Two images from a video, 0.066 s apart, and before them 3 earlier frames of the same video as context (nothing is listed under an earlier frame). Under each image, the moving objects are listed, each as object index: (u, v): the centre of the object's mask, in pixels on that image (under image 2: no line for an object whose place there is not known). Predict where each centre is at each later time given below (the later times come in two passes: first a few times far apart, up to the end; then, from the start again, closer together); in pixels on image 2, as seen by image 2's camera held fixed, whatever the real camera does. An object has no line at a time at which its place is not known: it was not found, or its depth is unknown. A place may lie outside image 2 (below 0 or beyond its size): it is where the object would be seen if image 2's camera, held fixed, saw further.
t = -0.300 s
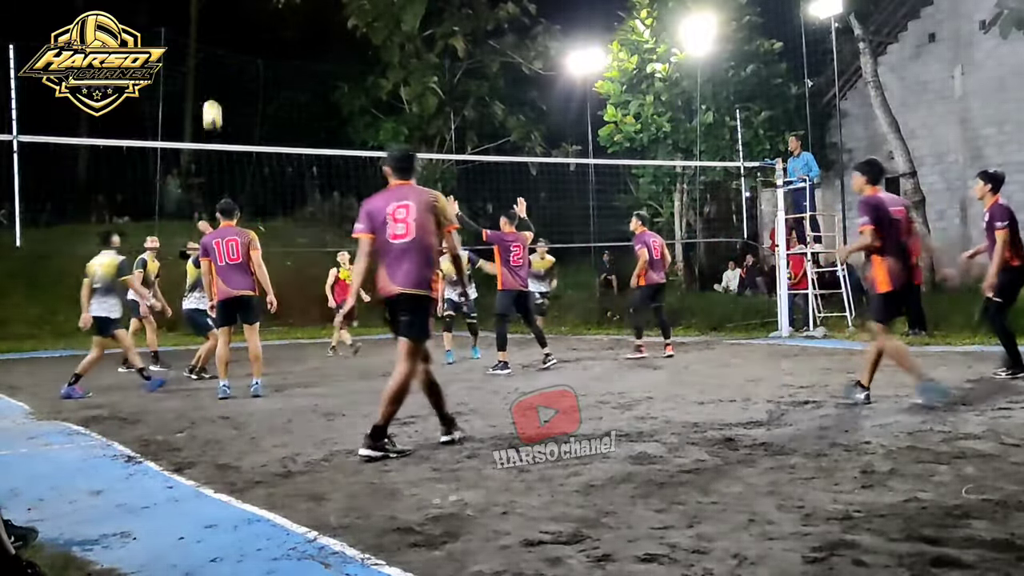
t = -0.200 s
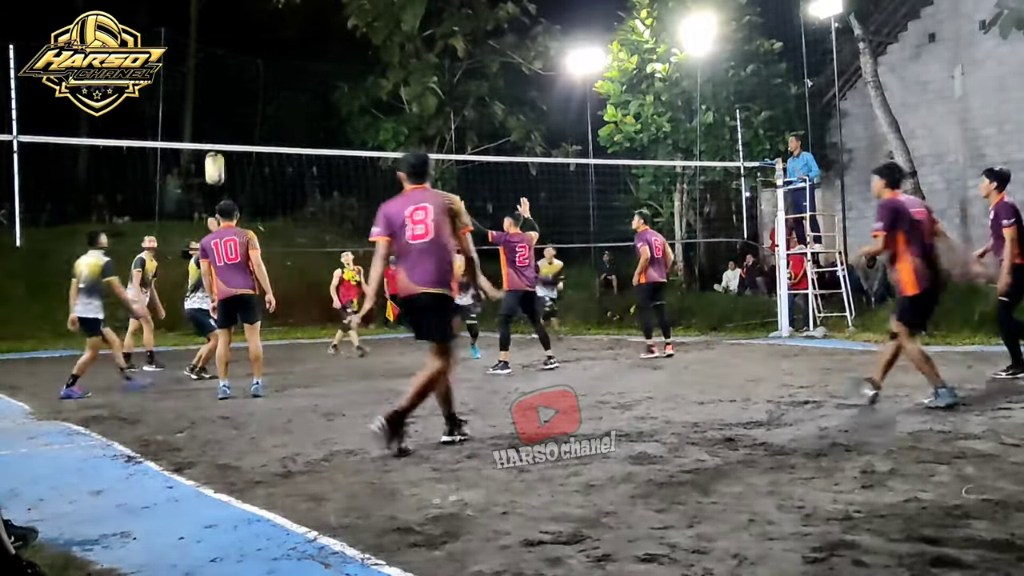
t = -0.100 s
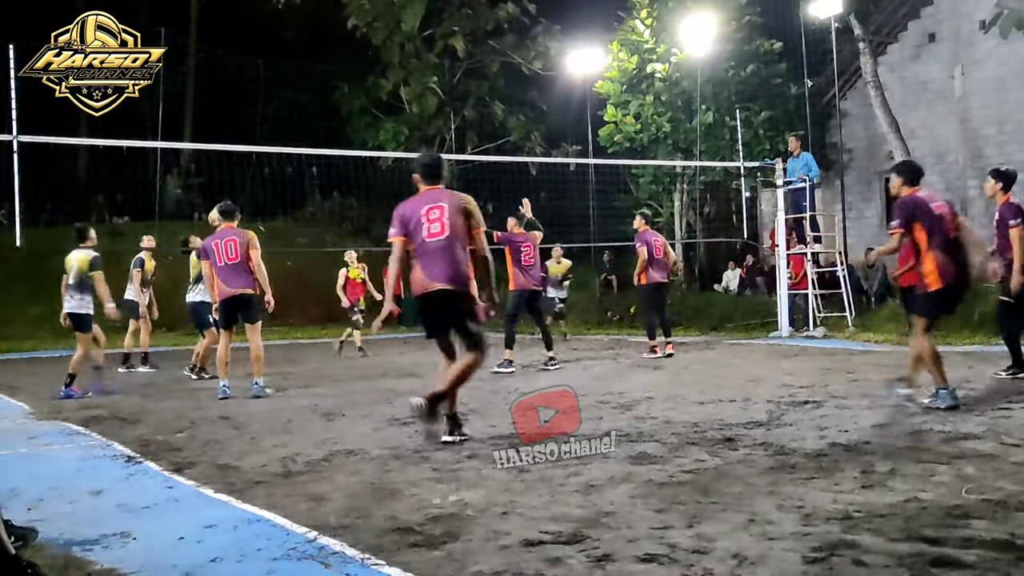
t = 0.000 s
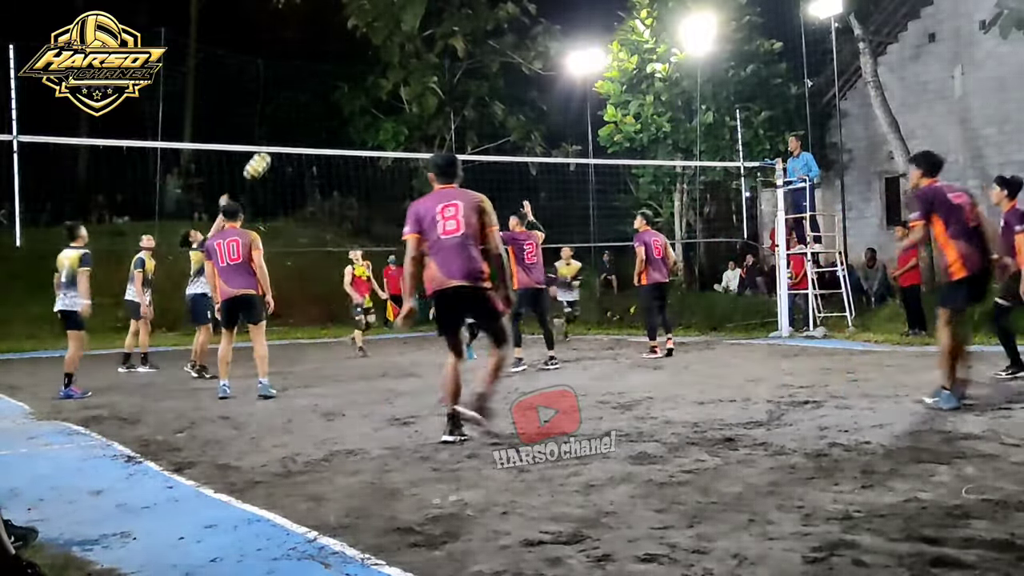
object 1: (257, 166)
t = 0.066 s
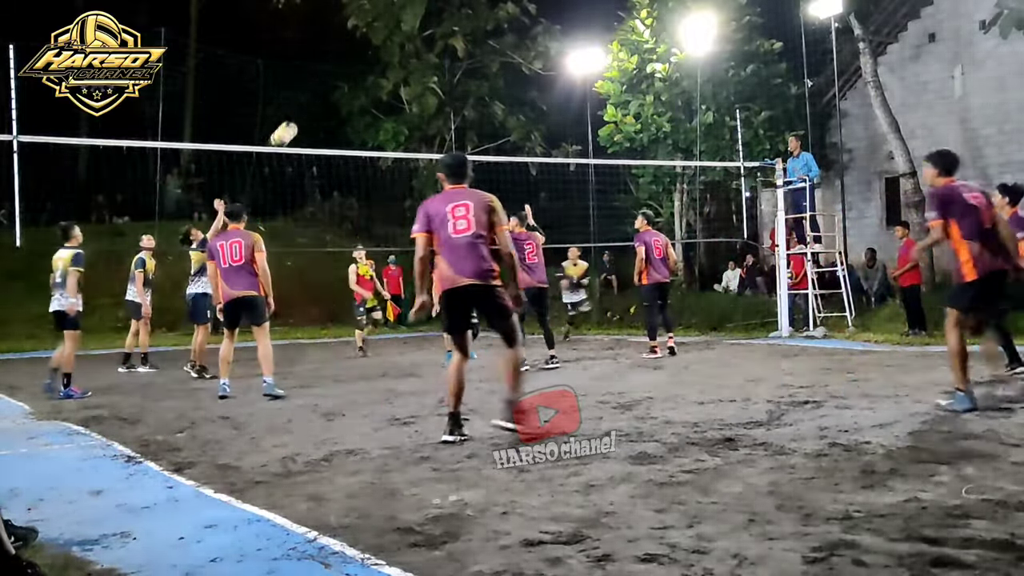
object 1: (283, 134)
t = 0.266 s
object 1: (357, 69)
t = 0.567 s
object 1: (459, 33)
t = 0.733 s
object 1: (511, 44)
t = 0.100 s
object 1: (296, 121)
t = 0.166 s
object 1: (321, 97)
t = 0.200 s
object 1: (333, 87)
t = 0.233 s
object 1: (345, 78)
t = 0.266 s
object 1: (357, 69)
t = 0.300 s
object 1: (368, 61)
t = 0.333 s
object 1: (380, 54)
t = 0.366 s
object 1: (392, 48)
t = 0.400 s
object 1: (403, 44)
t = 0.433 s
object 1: (414, 40)
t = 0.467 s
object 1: (426, 37)
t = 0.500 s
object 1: (437, 35)
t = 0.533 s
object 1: (448, 34)
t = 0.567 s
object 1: (459, 33)
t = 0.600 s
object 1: (469, 34)
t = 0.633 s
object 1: (480, 35)
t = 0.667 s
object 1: (491, 38)
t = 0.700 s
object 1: (501, 41)
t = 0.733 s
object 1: (511, 44)
